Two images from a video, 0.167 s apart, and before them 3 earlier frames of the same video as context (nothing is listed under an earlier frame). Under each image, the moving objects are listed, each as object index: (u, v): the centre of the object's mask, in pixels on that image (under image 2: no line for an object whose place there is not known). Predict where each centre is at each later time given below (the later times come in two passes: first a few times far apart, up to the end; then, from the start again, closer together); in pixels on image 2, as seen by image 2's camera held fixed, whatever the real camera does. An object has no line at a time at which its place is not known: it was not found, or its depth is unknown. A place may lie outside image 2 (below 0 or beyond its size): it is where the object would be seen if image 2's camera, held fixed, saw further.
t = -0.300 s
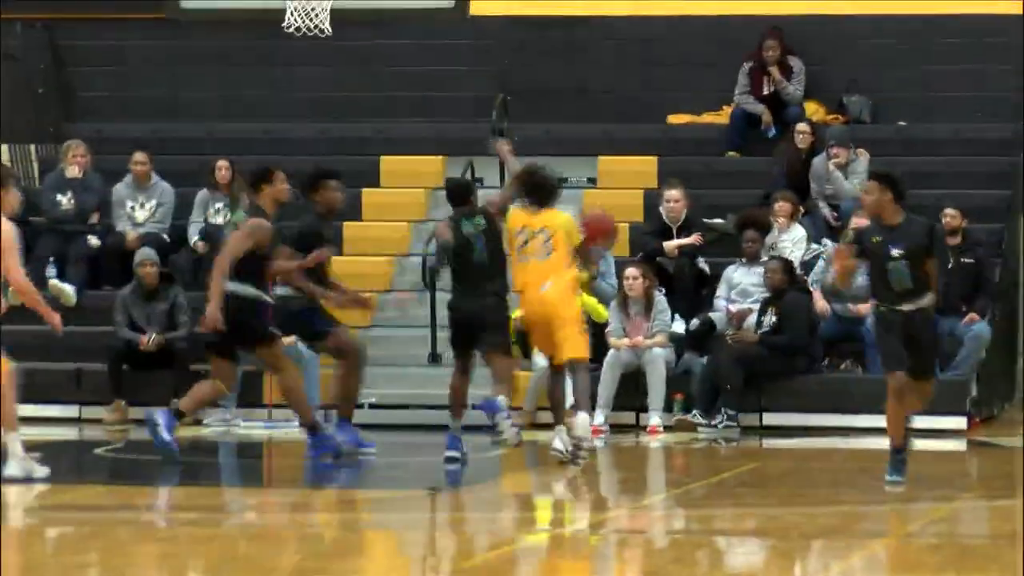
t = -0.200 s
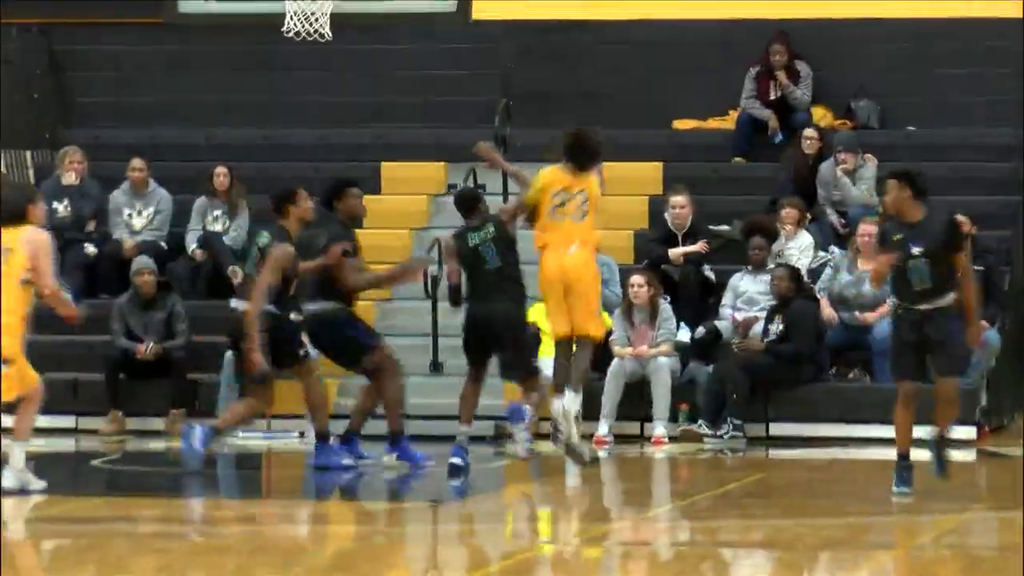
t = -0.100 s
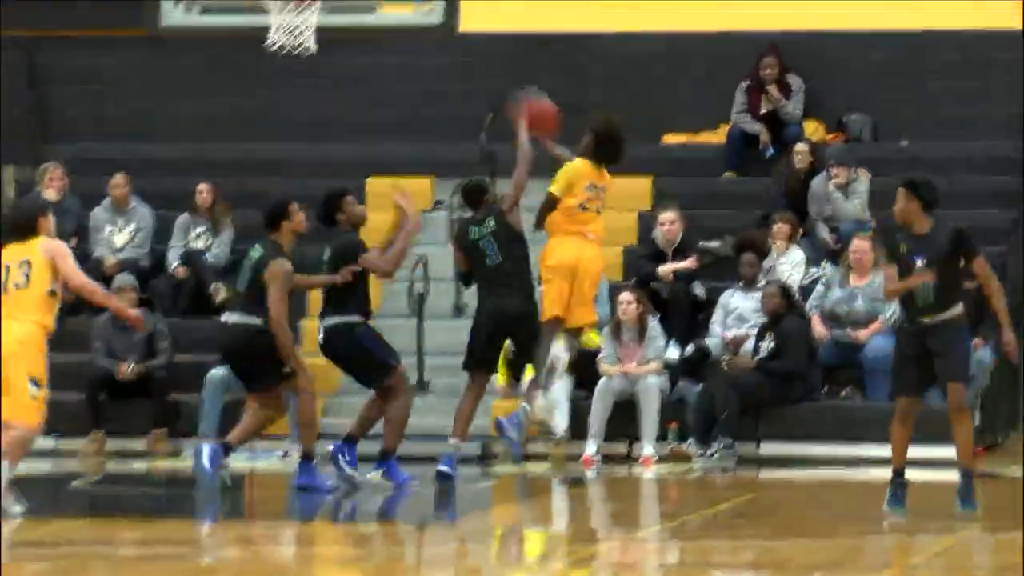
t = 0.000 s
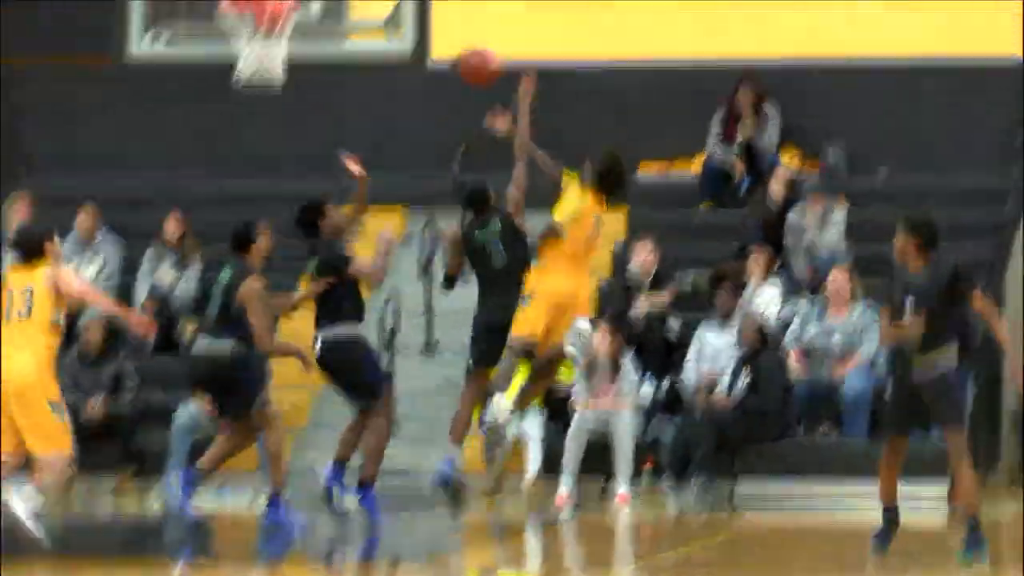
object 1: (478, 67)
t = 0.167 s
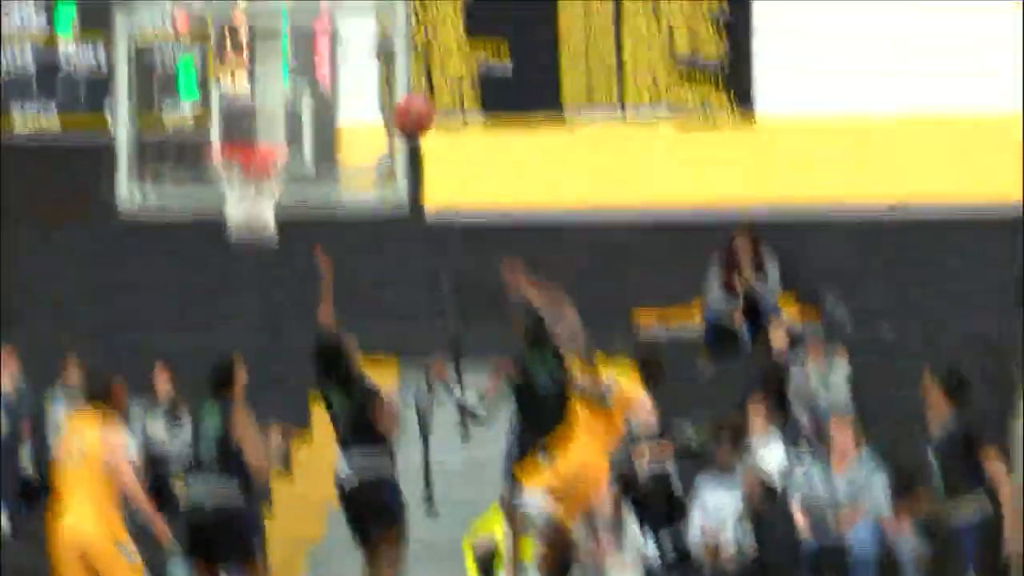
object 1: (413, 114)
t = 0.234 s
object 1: (390, 93)
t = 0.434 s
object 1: (333, 59)
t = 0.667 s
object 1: (285, 83)
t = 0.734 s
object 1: (271, 106)
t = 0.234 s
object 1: (390, 93)
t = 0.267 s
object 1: (379, 85)
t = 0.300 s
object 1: (368, 77)
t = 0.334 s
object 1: (358, 70)
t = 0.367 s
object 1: (348, 67)
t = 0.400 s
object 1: (339, 64)
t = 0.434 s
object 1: (333, 59)
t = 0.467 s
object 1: (326, 57)
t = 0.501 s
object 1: (319, 57)
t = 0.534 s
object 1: (315, 57)
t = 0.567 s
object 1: (309, 60)
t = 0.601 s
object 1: (298, 68)
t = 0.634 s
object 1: (292, 74)
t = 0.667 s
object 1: (285, 83)
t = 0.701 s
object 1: (278, 94)
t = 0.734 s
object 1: (271, 106)
